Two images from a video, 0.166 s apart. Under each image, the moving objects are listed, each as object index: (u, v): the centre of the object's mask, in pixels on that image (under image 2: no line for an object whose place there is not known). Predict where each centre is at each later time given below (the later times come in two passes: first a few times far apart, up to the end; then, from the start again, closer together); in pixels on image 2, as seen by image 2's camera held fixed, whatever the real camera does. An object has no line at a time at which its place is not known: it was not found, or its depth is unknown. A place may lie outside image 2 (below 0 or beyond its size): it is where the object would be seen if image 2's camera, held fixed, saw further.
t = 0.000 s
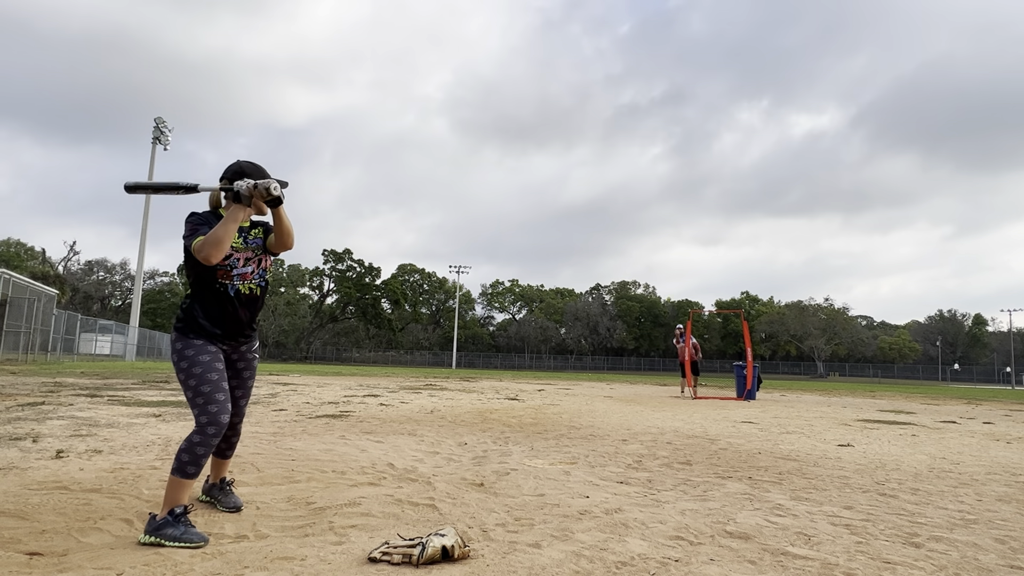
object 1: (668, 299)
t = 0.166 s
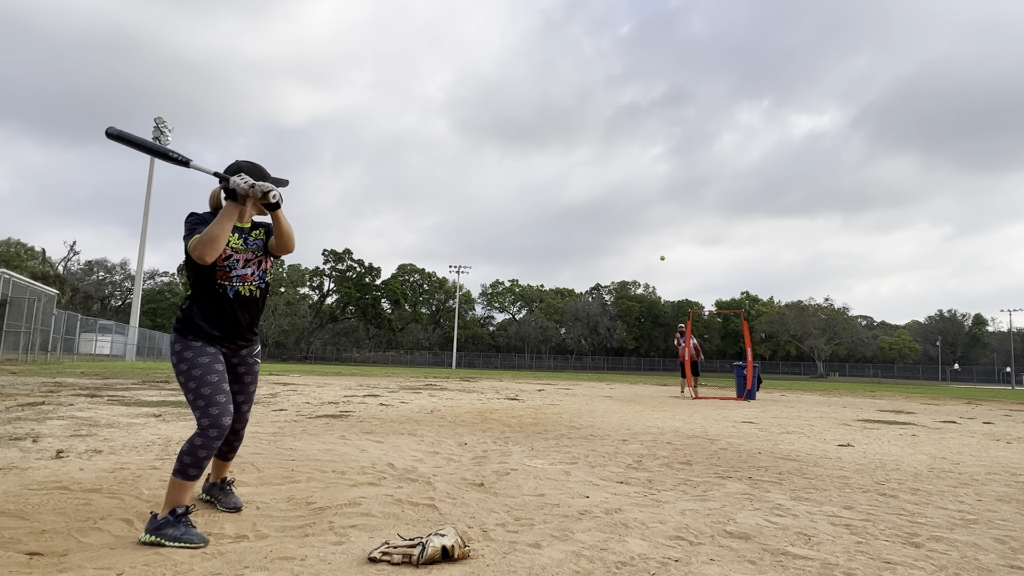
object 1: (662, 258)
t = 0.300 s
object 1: (656, 229)
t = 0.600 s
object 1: (635, 183)
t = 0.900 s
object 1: (591, 199)
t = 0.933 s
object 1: (583, 210)
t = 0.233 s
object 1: (659, 243)
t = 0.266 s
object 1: (657, 236)
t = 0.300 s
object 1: (656, 229)
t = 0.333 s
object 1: (654, 222)
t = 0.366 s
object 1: (652, 216)
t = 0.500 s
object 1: (643, 194)
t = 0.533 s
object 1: (640, 190)
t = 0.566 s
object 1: (638, 186)
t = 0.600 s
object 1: (635, 183)
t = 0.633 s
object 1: (632, 180)
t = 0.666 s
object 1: (628, 179)
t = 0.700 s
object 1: (624, 178)
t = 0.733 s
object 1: (620, 178)
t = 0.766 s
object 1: (615, 179)
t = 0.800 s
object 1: (610, 181)
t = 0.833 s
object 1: (605, 185)
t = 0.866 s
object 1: (599, 191)
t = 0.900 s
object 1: (591, 199)
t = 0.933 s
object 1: (583, 210)
